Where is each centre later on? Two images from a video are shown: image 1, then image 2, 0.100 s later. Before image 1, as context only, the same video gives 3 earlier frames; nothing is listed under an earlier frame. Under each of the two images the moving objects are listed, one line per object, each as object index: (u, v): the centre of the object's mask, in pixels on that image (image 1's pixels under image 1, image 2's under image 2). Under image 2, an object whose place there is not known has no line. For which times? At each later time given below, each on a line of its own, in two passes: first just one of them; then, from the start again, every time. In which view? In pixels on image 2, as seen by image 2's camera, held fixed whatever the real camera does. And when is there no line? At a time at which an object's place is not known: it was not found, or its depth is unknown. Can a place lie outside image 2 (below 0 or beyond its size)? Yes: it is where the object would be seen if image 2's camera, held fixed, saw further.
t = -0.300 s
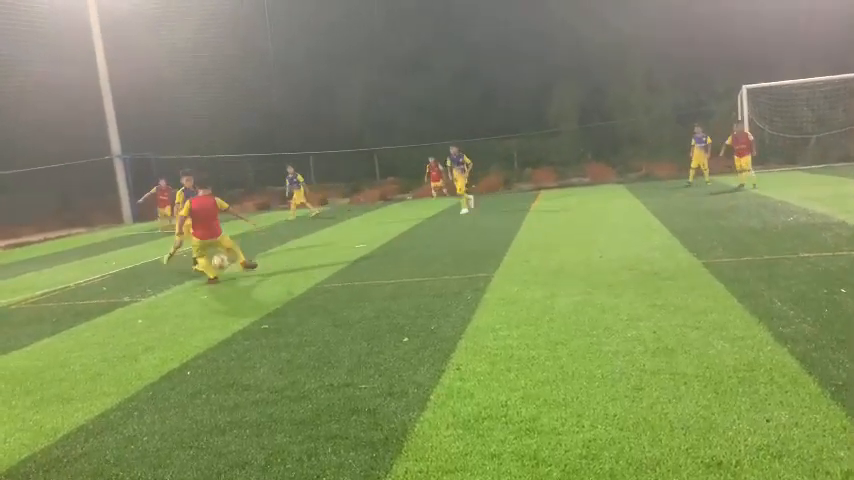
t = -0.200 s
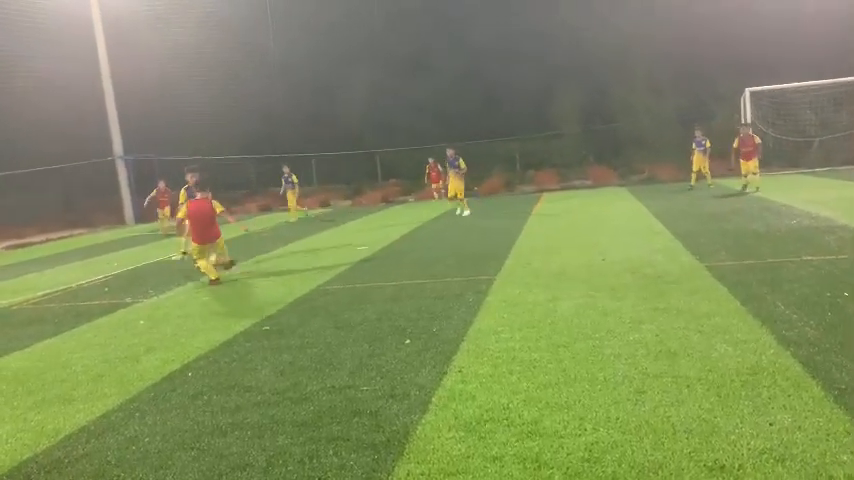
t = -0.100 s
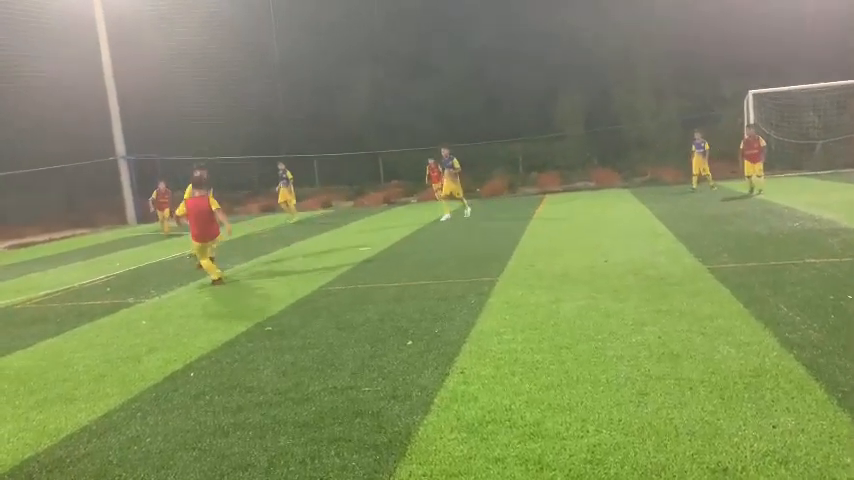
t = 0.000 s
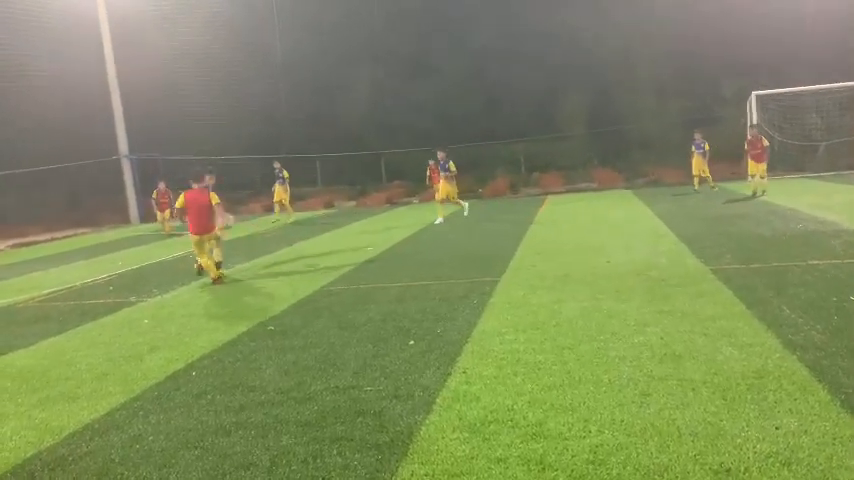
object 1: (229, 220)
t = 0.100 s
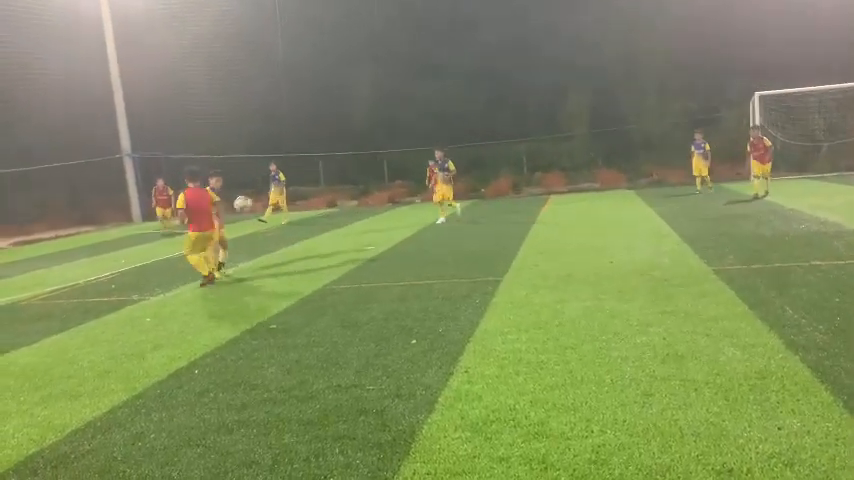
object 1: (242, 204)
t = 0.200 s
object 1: (257, 194)
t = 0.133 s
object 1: (248, 200)
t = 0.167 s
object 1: (253, 197)
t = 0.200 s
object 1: (257, 194)
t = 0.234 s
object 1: (264, 194)
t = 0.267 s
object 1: (271, 192)
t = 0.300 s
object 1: (276, 194)
